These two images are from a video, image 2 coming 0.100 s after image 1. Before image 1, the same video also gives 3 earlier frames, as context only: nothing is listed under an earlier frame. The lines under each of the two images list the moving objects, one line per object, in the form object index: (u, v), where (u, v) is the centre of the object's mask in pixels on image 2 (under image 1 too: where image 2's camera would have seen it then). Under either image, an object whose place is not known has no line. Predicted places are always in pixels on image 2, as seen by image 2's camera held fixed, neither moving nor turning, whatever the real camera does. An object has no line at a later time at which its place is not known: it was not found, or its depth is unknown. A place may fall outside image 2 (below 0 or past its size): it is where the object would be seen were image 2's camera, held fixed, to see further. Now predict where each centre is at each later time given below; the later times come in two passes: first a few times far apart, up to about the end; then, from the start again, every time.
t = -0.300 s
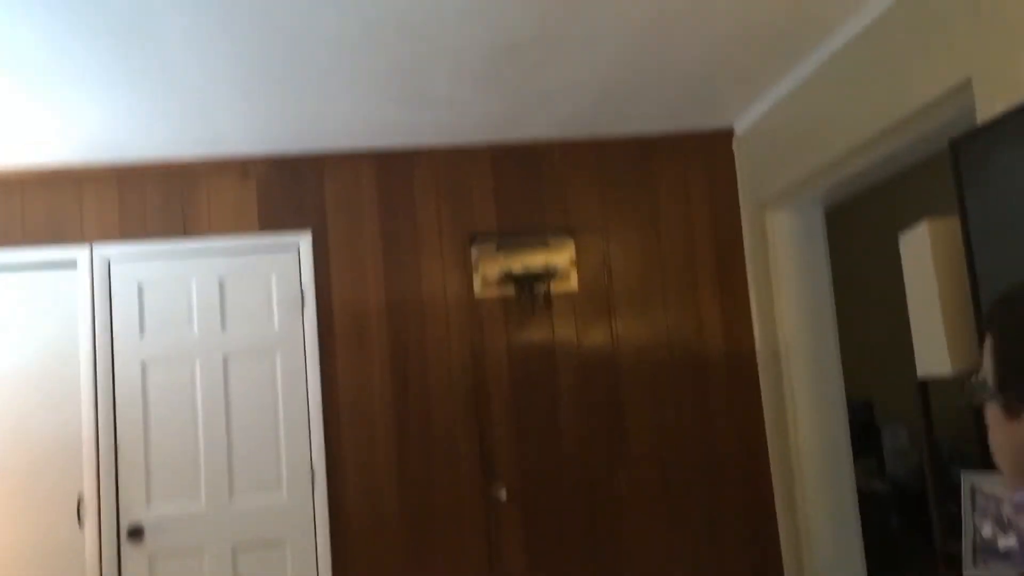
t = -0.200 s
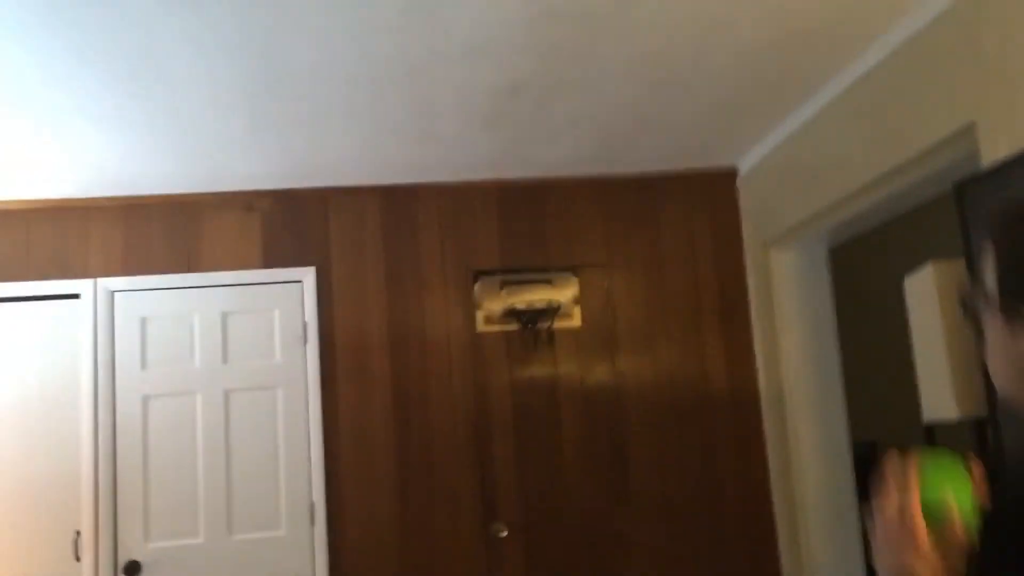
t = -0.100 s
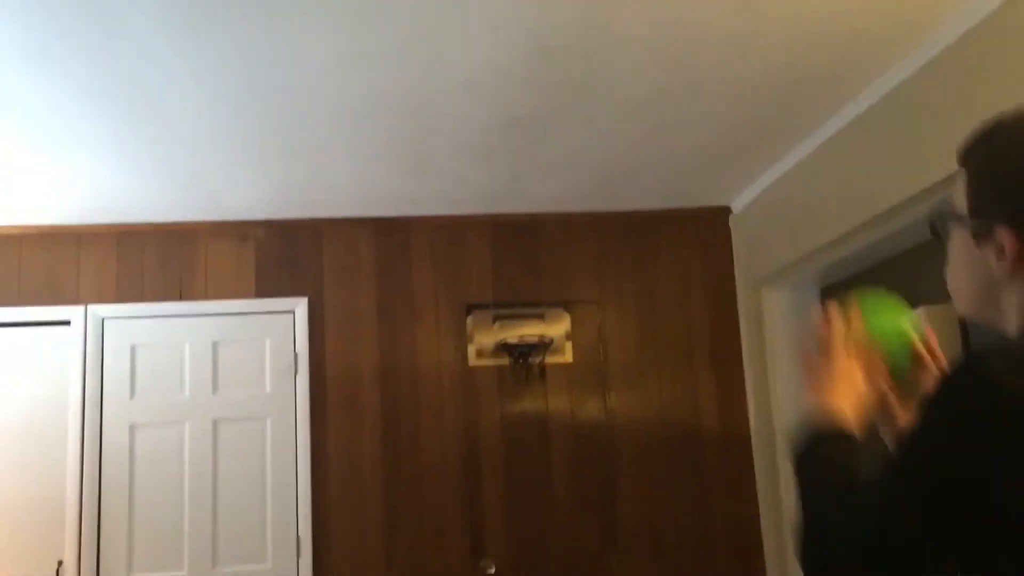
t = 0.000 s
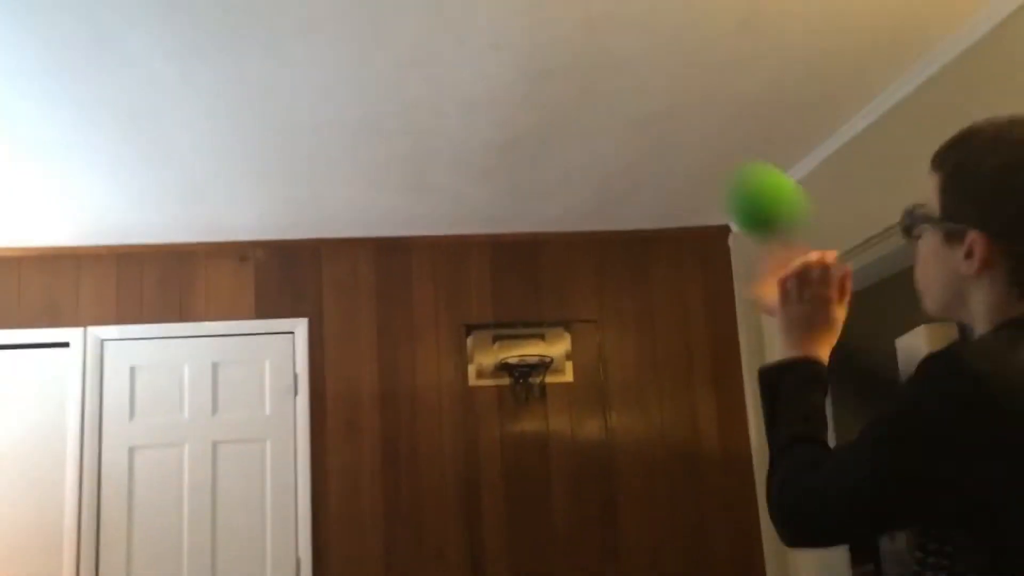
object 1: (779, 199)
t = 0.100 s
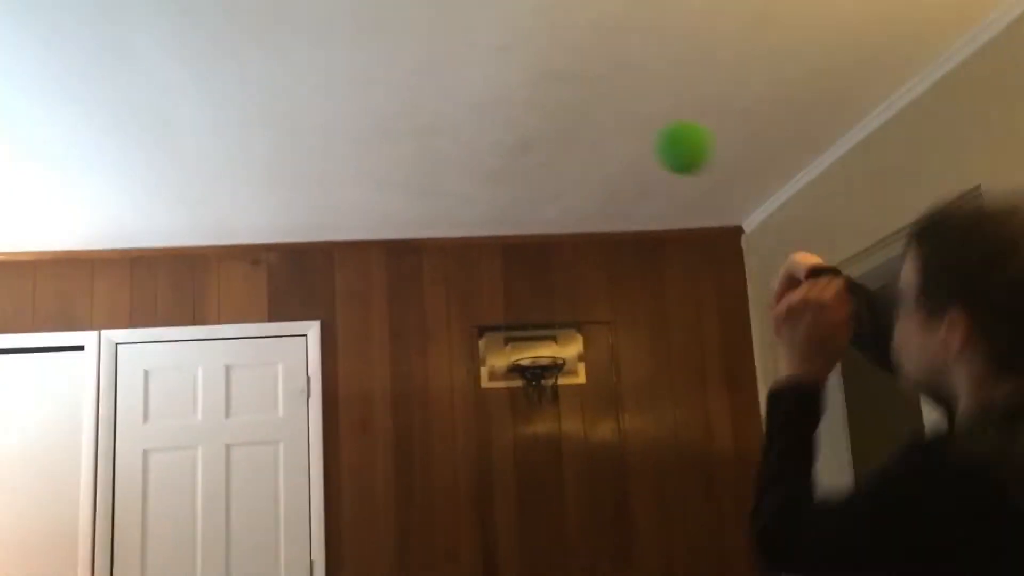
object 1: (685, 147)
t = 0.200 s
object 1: (630, 148)
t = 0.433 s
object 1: (564, 241)
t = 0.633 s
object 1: (551, 346)
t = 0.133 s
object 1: (664, 143)
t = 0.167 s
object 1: (646, 144)
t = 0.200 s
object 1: (630, 148)
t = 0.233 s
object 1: (617, 155)
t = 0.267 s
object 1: (605, 166)
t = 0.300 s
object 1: (595, 178)
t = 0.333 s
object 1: (587, 191)
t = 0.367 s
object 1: (579, 206)
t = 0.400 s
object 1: (572, 222)
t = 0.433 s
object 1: (564, 241)
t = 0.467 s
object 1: (558, 260)
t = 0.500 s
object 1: (553, 281)
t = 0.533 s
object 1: (548, 303)
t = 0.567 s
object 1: (544, 326)
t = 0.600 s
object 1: (547, 336)
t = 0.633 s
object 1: (551, 346)
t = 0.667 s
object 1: (549, 344)
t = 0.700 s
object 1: (546, 343)
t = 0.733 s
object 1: (544, 344)
